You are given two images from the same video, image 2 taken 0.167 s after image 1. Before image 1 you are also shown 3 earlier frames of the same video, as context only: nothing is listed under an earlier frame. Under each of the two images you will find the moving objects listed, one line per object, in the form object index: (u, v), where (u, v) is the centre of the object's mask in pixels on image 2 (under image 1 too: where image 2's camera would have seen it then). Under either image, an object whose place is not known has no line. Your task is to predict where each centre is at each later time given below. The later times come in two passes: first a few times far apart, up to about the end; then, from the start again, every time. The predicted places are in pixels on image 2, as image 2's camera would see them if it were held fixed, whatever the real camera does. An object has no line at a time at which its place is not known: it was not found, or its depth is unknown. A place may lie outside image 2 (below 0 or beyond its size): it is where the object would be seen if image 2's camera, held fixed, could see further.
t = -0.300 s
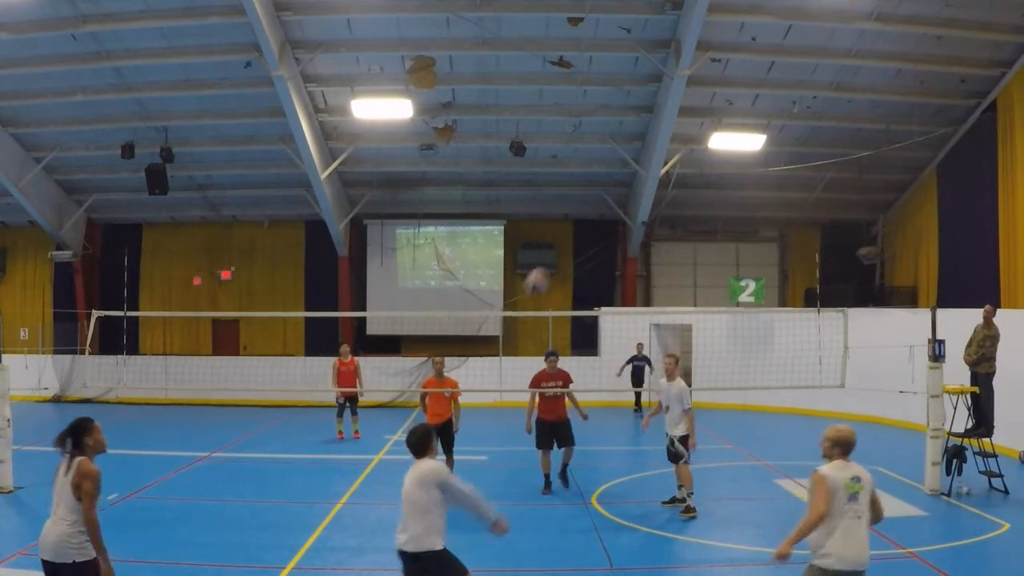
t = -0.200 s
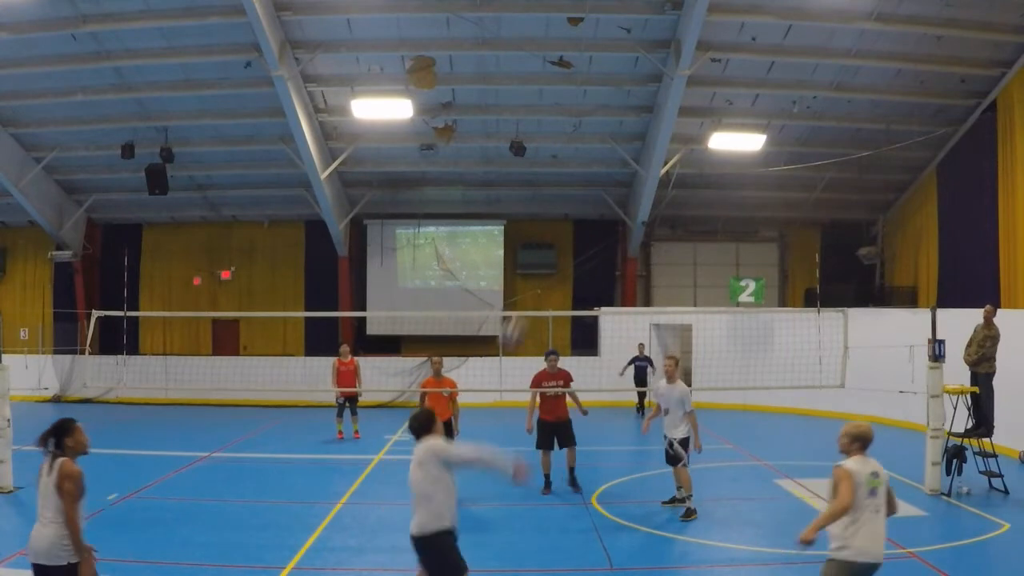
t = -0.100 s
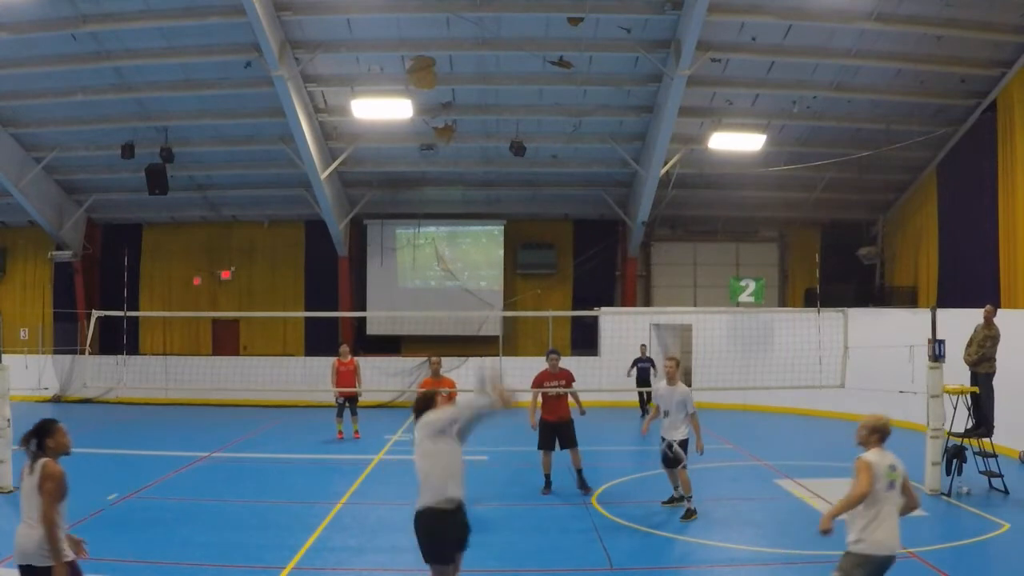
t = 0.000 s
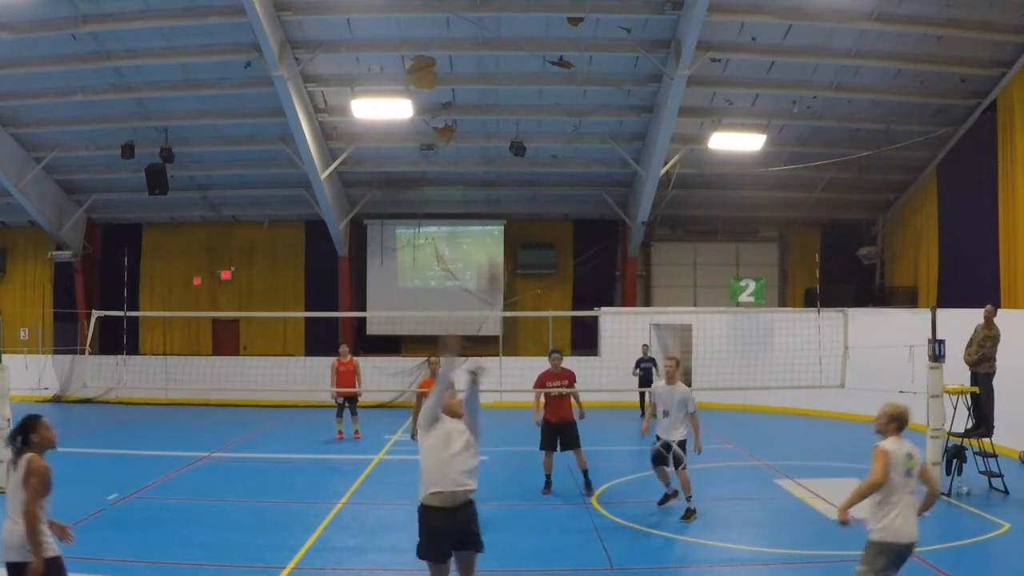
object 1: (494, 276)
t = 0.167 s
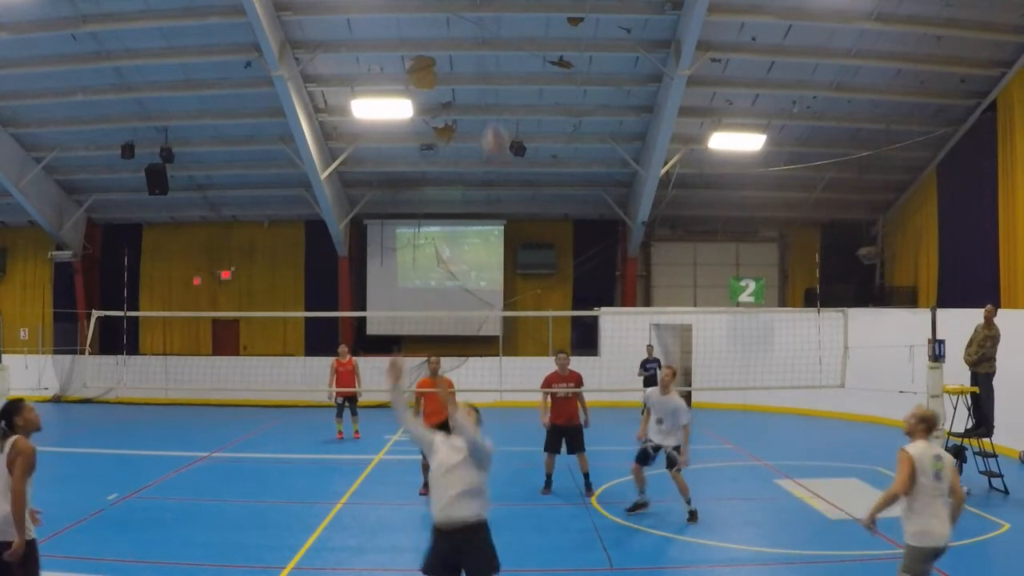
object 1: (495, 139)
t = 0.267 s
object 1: (497, 85)
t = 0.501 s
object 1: (498, 18)
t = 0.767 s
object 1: (500, 21)
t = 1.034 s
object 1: (502, 96)
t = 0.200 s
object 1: (495, 121)
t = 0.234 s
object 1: (496, 103)
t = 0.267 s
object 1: (497, 85)
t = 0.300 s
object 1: (497, 72)
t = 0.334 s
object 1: (496, 59)
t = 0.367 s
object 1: (497, 48)
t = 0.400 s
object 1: (497, 37)
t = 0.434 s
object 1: (497, 31)
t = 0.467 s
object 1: (498, 24)
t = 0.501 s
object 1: (498, 18)
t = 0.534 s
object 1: (498, 14)
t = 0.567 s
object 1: (498, 12)
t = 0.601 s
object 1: (498, 12)
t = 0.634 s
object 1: (499, 11)
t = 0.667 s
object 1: (499, 11)
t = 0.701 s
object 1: (499, 12)
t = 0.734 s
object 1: (499, 16)
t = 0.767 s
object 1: (500, 21)
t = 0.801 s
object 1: (500, 26)
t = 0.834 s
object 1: (499, 33)
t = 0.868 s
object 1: (500, 41)
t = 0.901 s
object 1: (502, 50)
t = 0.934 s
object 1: (502, 61)
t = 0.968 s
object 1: (501, 72)
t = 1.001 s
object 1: (501, 84)
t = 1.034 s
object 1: (502, 96)
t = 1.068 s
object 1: (503, 110)
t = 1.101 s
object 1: (502, 125)
